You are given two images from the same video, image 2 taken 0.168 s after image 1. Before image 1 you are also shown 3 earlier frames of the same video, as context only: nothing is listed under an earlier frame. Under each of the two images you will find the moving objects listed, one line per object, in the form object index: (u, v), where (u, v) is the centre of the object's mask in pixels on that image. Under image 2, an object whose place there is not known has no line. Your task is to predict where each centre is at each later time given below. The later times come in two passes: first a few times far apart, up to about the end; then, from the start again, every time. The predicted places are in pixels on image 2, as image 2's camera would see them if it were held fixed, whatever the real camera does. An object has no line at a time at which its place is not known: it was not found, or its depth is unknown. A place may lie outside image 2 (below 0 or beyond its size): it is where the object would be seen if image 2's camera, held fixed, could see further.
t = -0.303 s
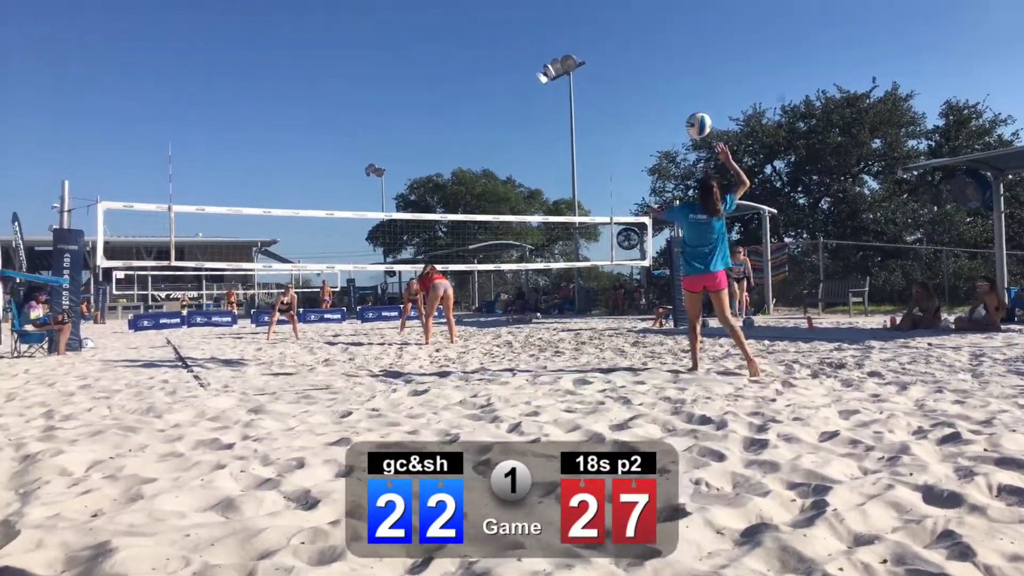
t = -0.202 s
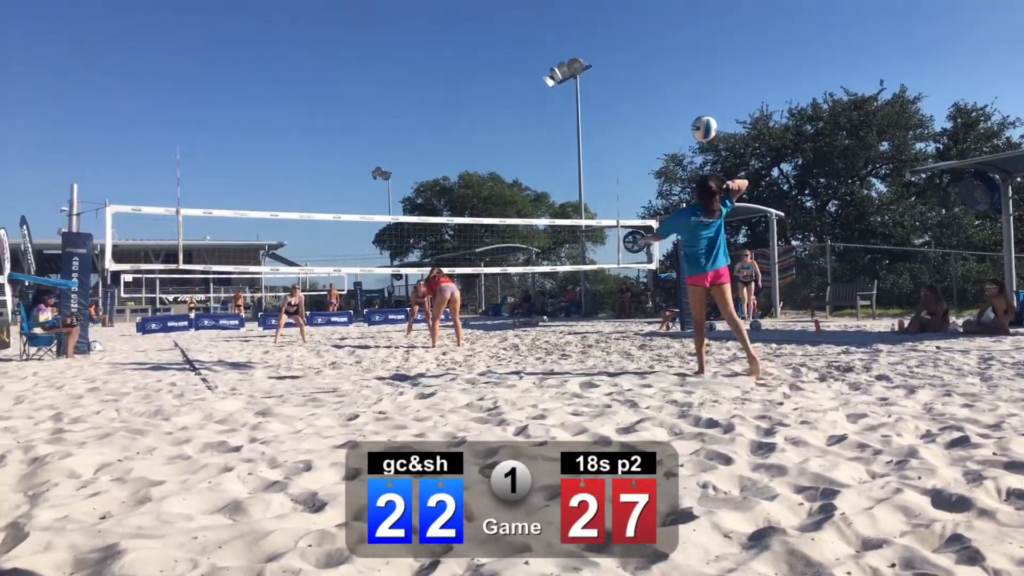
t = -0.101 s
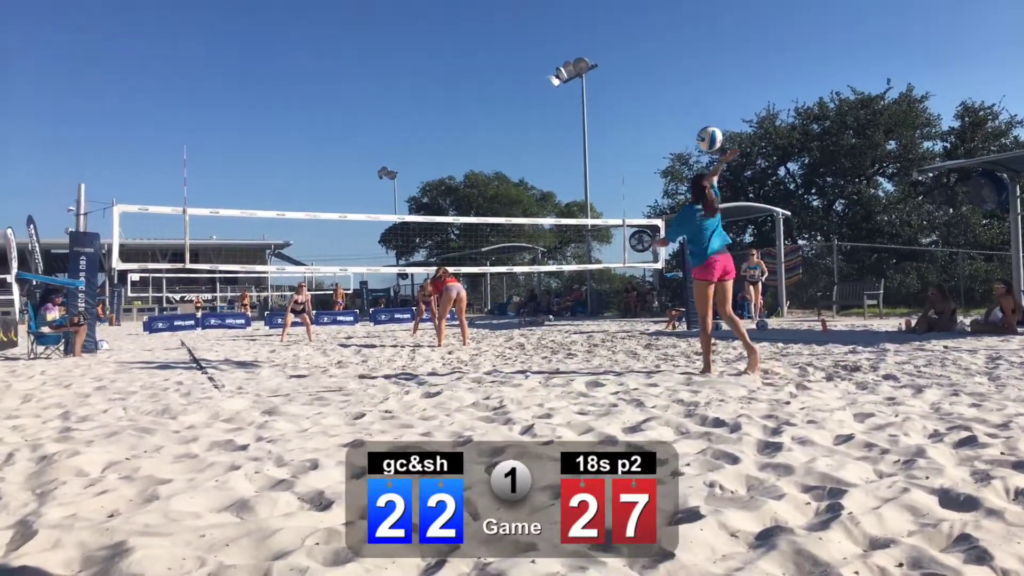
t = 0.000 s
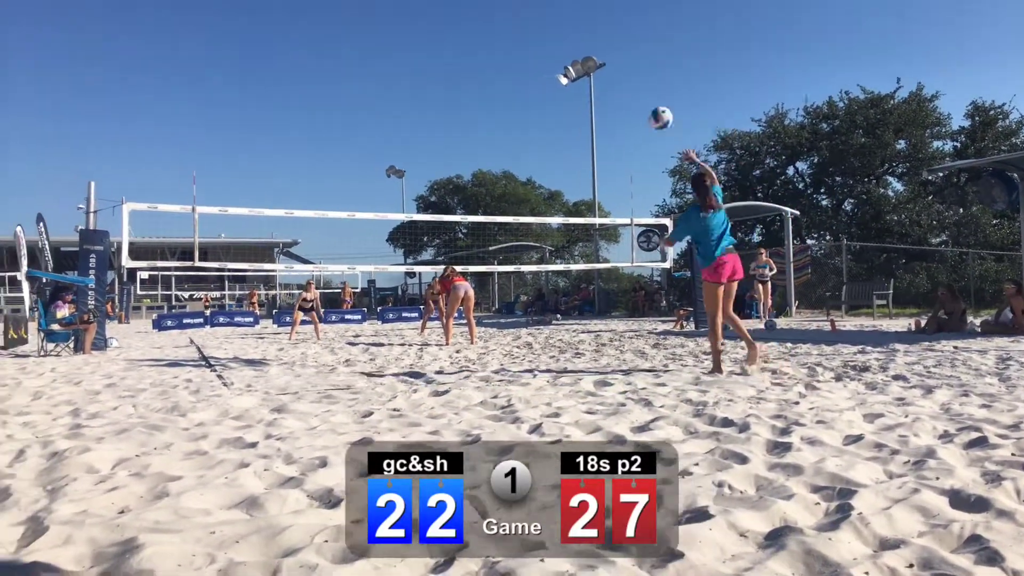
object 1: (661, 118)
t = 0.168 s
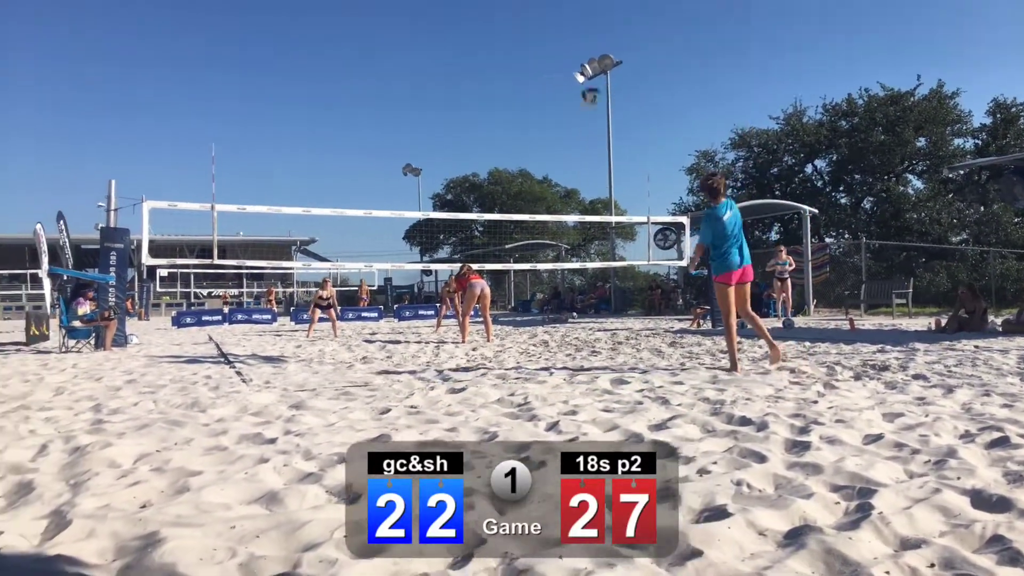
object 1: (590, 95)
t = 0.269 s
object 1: (553, 96)
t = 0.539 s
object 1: (482, 126)
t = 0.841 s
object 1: (432, 192)
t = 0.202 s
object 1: (577, 95)
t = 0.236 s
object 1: (565, 95)
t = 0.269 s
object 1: (553, 96)
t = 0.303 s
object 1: (542, 98)
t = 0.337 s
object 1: (531, 100)
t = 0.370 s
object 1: (521, 104)
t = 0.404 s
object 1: (513, 107)
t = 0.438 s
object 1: (504, 110)
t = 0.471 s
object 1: (496, 115)
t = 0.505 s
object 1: (488, 120)
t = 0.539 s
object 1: (482, 126)
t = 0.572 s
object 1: (475, 132)
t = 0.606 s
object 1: (468, 139)
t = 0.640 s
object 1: (462, 145)
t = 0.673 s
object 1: (456, 152)
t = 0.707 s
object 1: (451, 159)
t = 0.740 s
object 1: (446, 167)
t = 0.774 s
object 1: (441, 175)
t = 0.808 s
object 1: (437, 183)
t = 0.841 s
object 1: (432, 192)
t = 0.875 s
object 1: (428, 200)
